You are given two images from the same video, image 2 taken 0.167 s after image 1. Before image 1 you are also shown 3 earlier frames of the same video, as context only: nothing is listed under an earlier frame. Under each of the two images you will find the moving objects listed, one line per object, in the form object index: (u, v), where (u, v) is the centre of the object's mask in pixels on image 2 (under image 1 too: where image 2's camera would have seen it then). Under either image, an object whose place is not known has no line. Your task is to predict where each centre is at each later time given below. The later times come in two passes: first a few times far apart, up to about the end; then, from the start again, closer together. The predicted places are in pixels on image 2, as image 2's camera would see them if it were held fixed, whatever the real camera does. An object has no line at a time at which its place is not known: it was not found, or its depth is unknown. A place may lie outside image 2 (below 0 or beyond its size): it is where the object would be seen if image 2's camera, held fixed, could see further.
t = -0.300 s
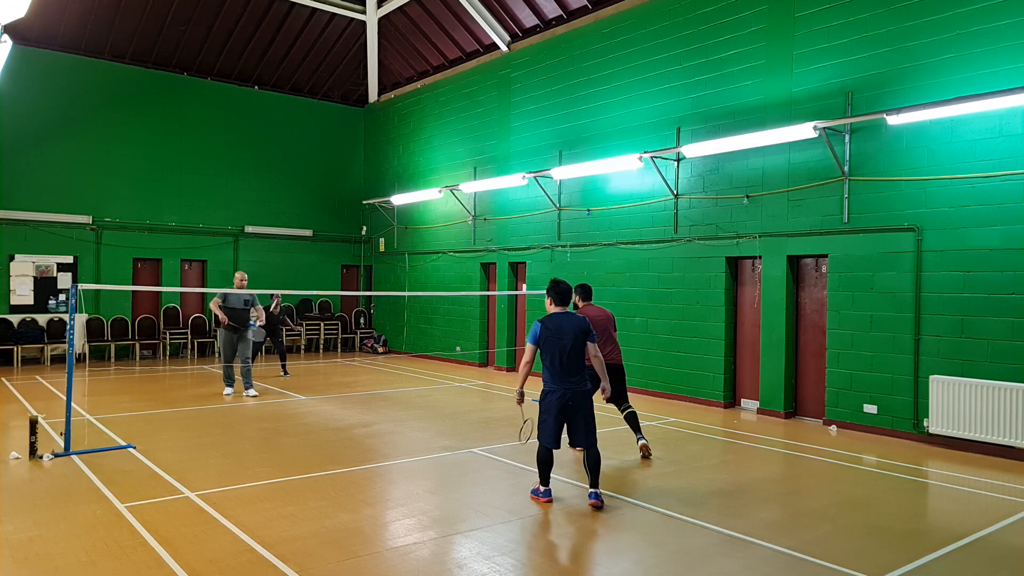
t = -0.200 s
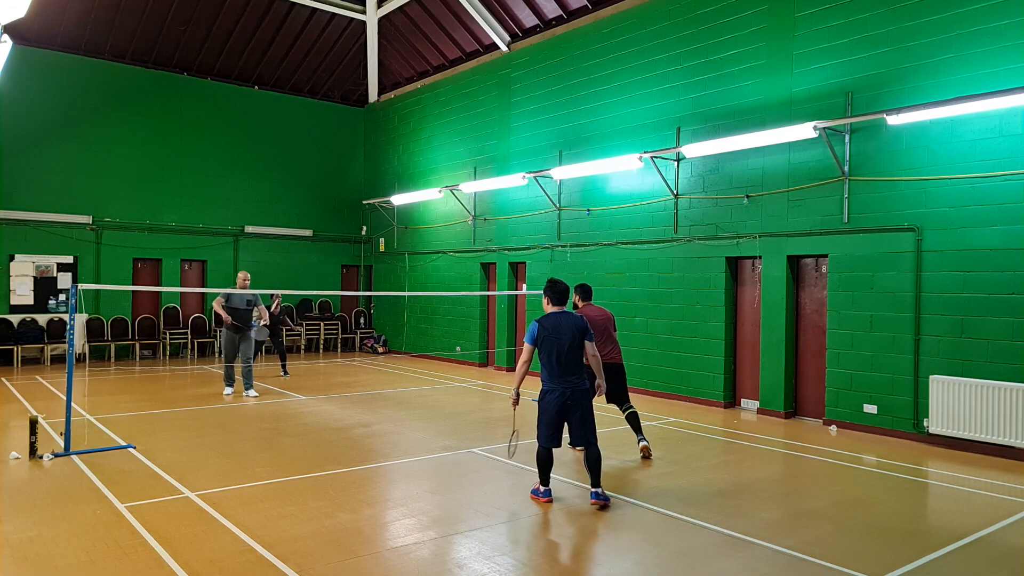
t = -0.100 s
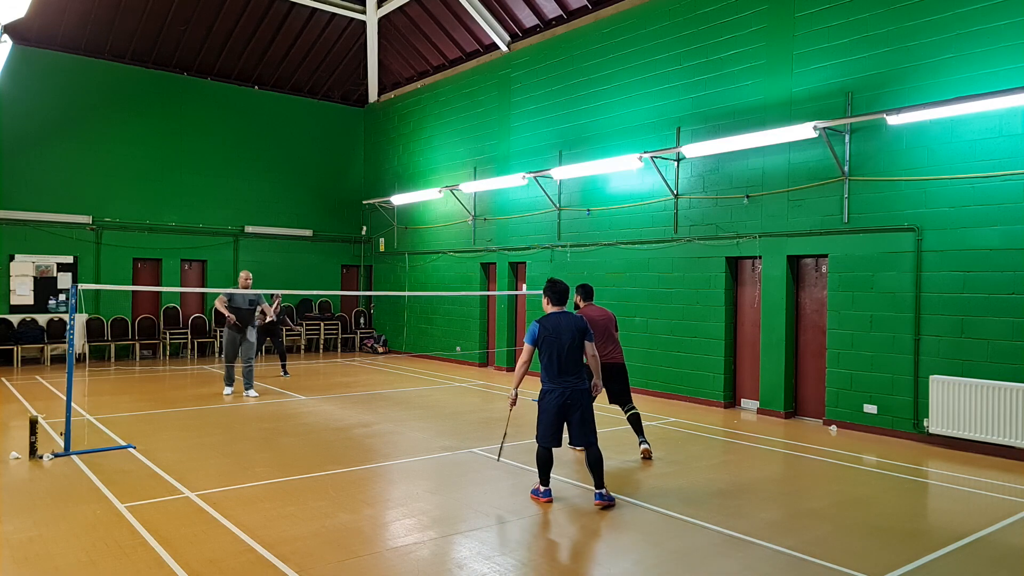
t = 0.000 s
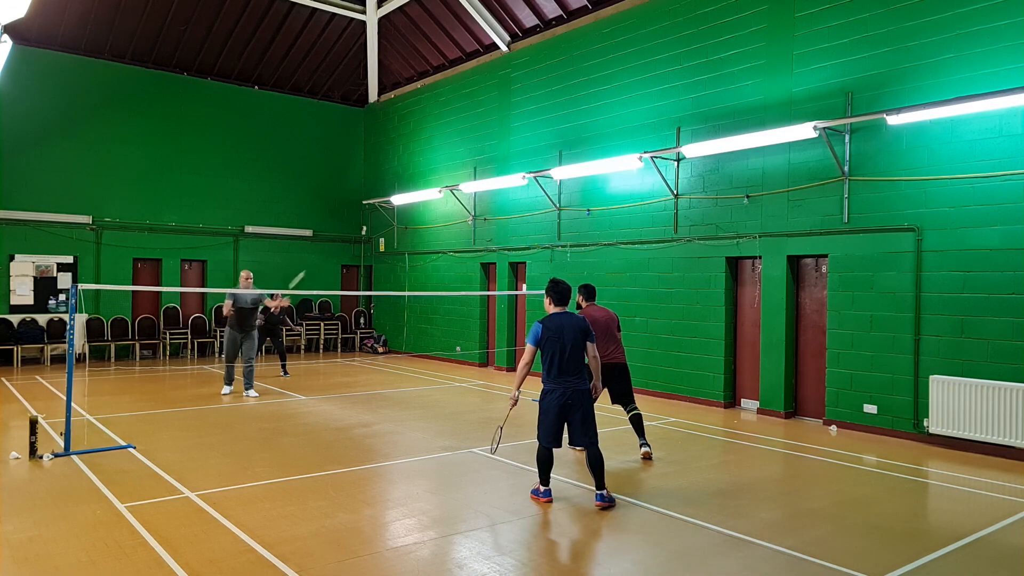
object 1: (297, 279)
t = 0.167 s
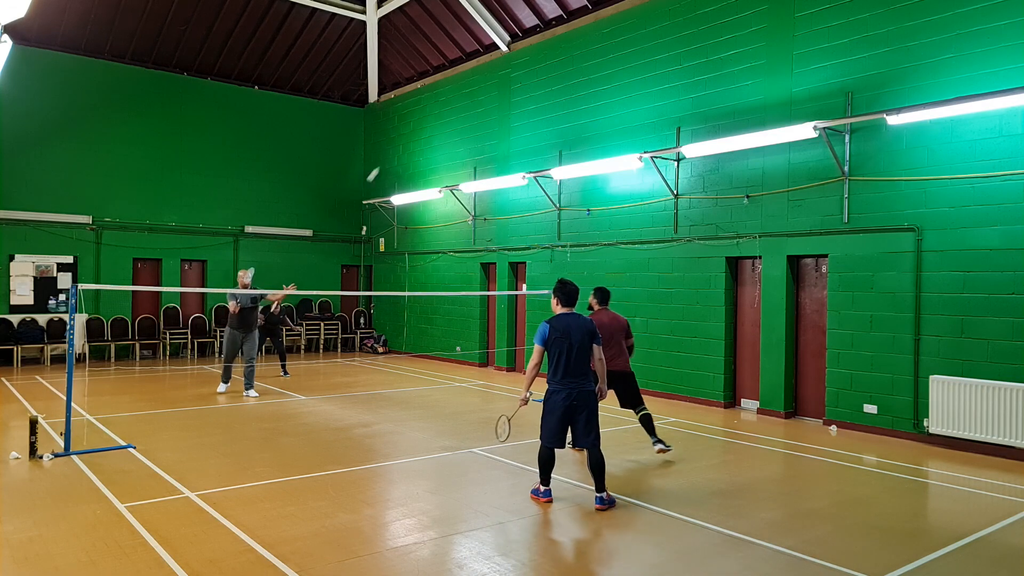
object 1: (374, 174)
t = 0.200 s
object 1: (387, 158)
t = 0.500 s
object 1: (493, 66)
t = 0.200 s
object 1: (387, 158)
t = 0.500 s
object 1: (493, 66)
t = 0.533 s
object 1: (504, 61)
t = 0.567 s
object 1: (515, 57)
